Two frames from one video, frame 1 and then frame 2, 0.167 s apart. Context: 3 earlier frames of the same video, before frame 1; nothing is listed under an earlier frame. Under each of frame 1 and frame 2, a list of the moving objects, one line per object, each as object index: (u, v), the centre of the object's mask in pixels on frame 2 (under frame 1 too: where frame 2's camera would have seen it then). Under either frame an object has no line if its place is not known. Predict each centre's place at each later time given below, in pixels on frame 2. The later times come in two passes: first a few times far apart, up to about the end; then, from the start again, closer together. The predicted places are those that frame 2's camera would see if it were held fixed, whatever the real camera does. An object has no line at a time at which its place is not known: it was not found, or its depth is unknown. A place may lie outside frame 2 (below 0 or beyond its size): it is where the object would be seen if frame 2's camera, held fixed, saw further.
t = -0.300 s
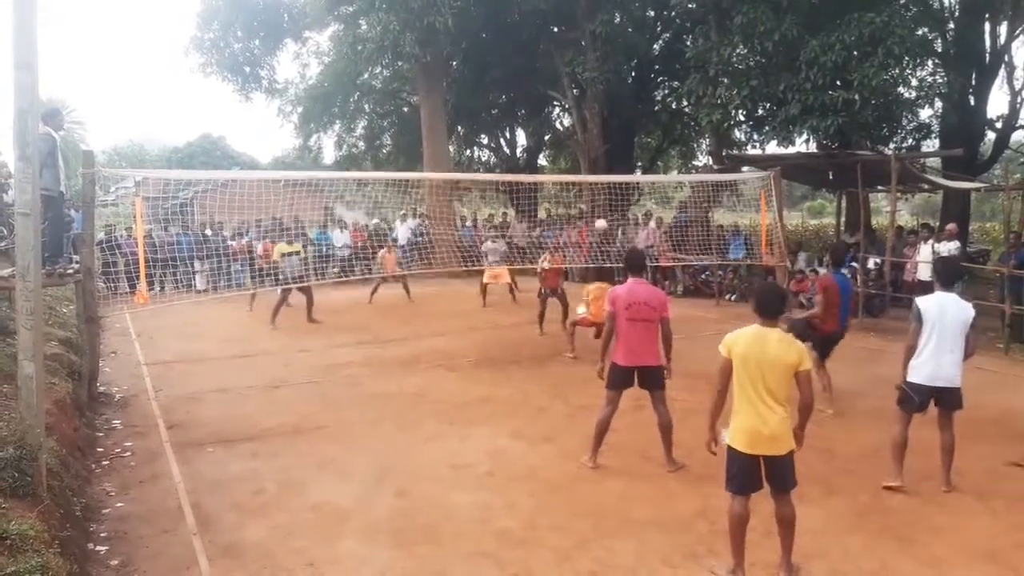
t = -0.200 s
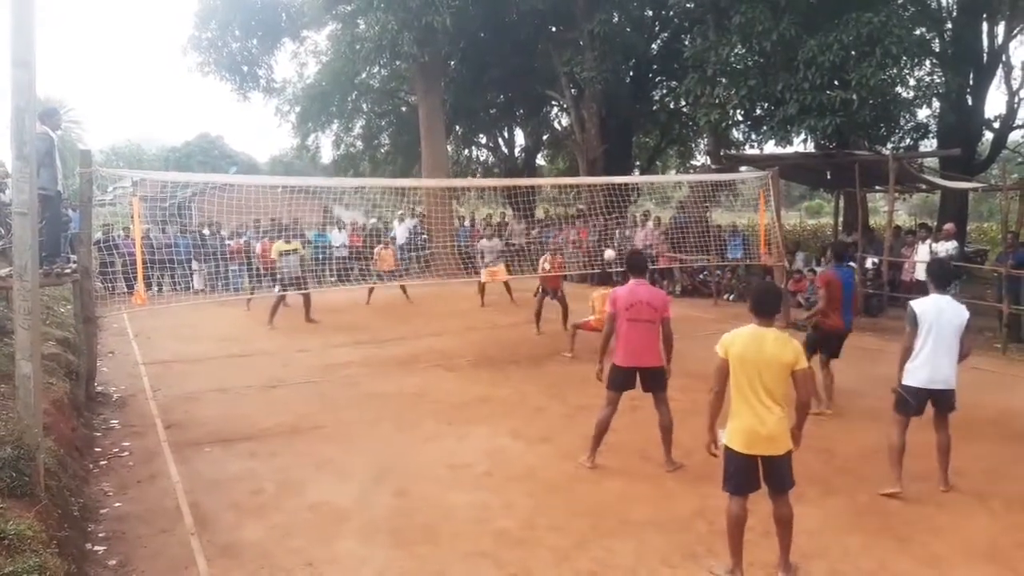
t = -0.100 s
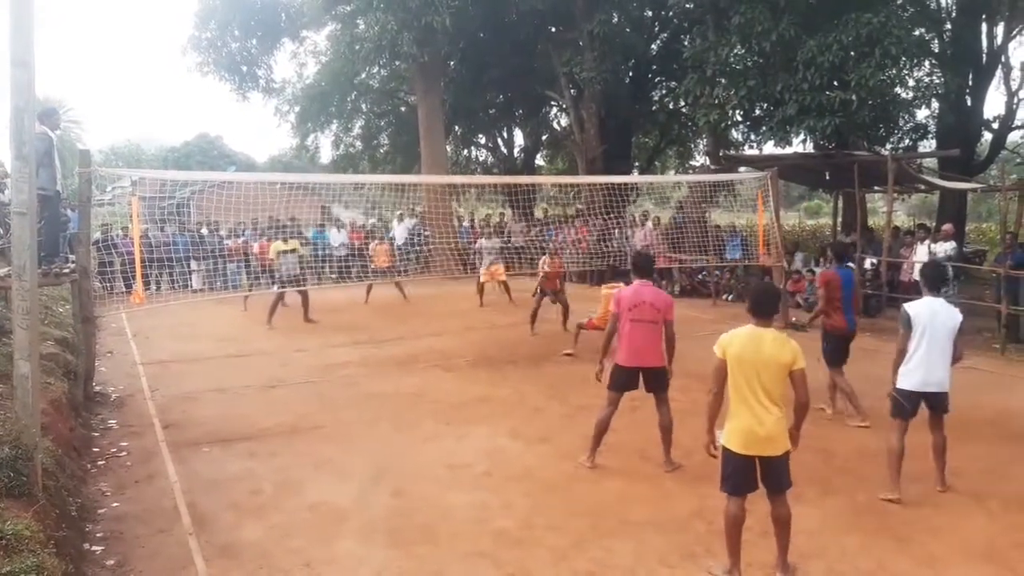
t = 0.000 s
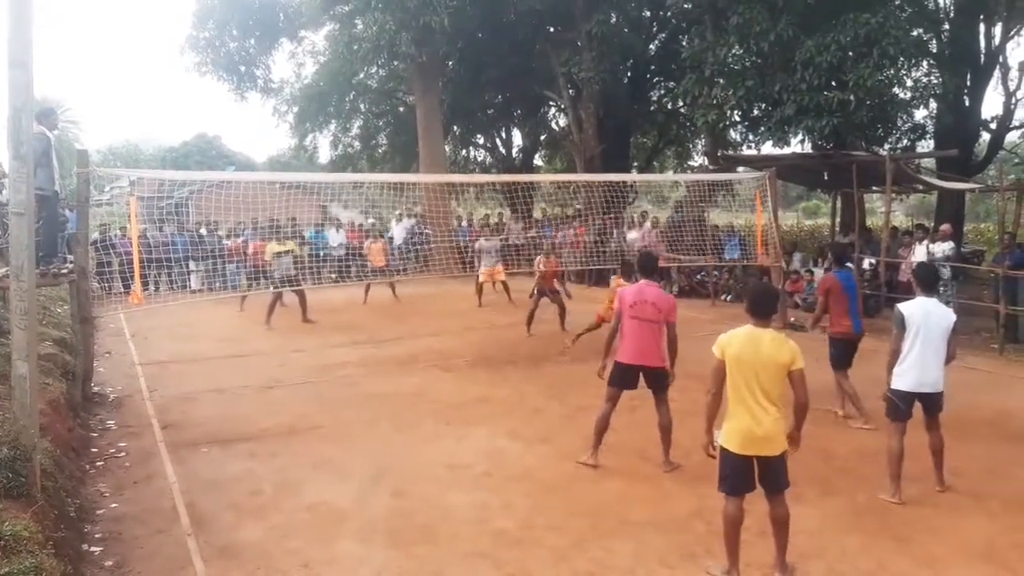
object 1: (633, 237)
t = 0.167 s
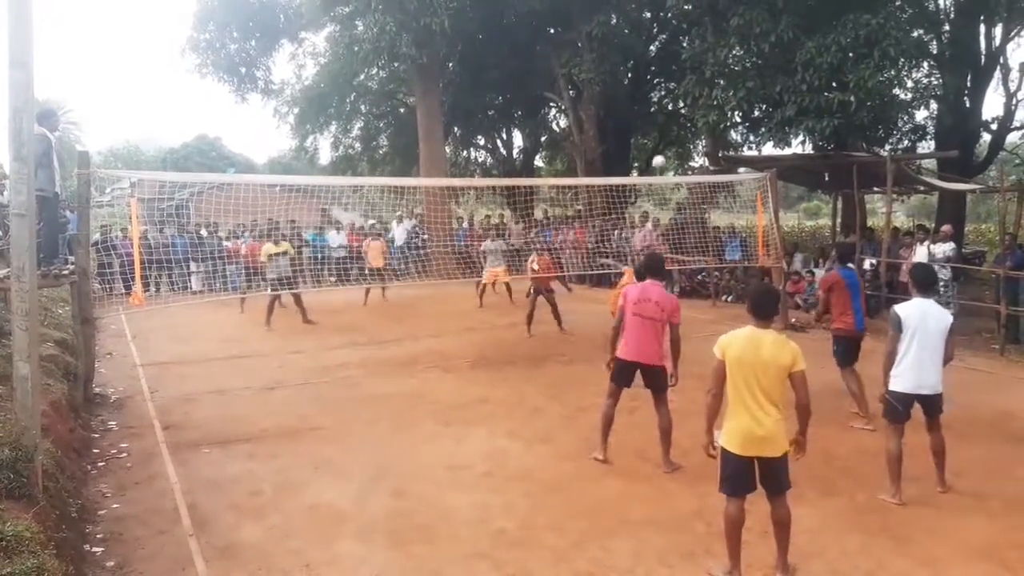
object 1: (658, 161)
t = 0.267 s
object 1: (675, 122)
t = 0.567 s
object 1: (728, 45)
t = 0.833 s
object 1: (781, 39)
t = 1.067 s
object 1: (832, 93)
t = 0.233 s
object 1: (669, 135)
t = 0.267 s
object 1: (675, 122)
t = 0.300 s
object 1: (680, 110)
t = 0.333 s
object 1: (686, 99)
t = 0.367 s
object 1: (692, 90)
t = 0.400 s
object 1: (698, 80)
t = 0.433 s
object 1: (704, 71)
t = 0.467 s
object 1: (709, 64)
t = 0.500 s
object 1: (715, 57)
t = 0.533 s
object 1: (722, 50)
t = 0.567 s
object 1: (728, 45)
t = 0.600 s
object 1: (734, 40)
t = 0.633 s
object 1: (741, 38)
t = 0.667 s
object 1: (747, 35)
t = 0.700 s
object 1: (754, 34)
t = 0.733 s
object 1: (761, 34)
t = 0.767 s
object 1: (767, 34)
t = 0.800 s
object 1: (774, 36)
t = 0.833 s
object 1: (781, 39)
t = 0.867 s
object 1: (788, 43)
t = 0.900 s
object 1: (796, 49)
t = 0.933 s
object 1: (803, 56)
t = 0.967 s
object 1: (810, 63)
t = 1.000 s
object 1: (817, 72)
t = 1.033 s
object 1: (825, 82)
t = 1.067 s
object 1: (832, 93)
